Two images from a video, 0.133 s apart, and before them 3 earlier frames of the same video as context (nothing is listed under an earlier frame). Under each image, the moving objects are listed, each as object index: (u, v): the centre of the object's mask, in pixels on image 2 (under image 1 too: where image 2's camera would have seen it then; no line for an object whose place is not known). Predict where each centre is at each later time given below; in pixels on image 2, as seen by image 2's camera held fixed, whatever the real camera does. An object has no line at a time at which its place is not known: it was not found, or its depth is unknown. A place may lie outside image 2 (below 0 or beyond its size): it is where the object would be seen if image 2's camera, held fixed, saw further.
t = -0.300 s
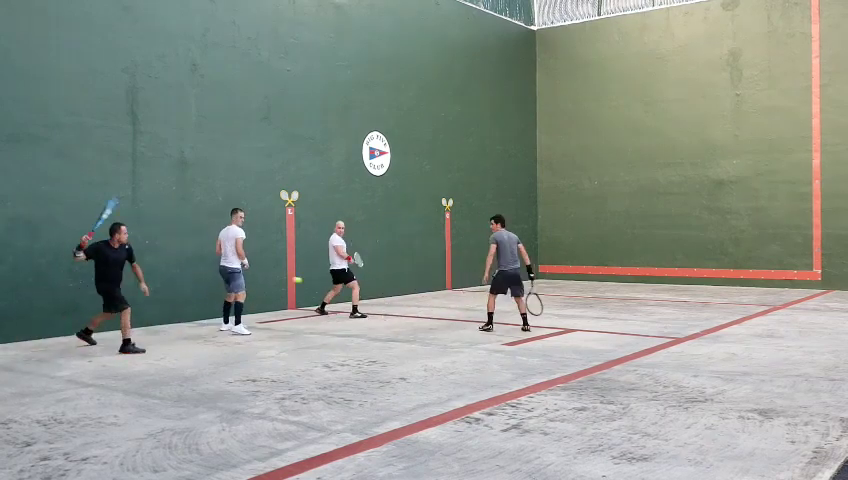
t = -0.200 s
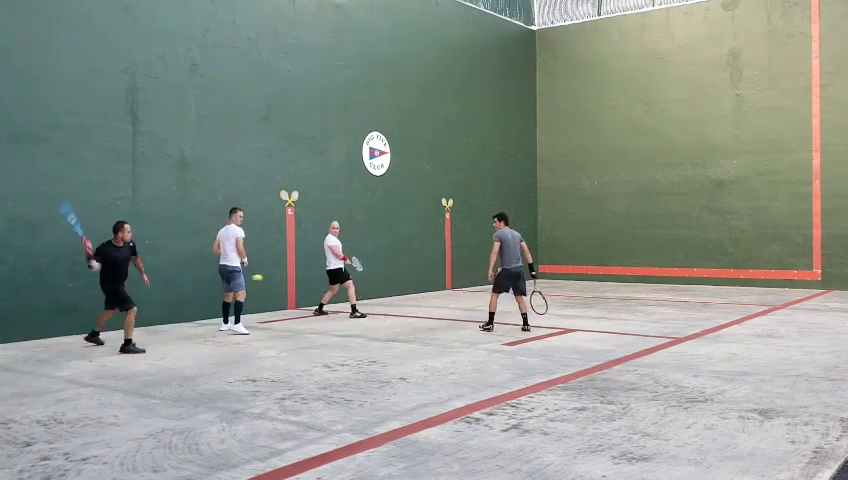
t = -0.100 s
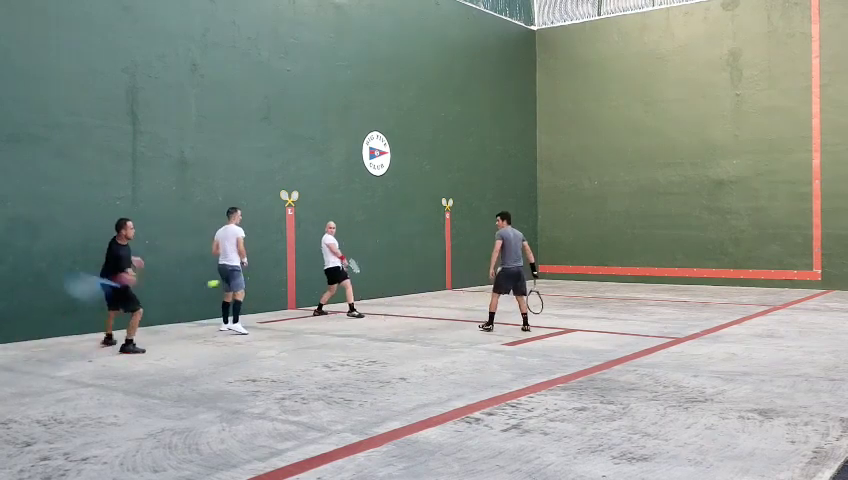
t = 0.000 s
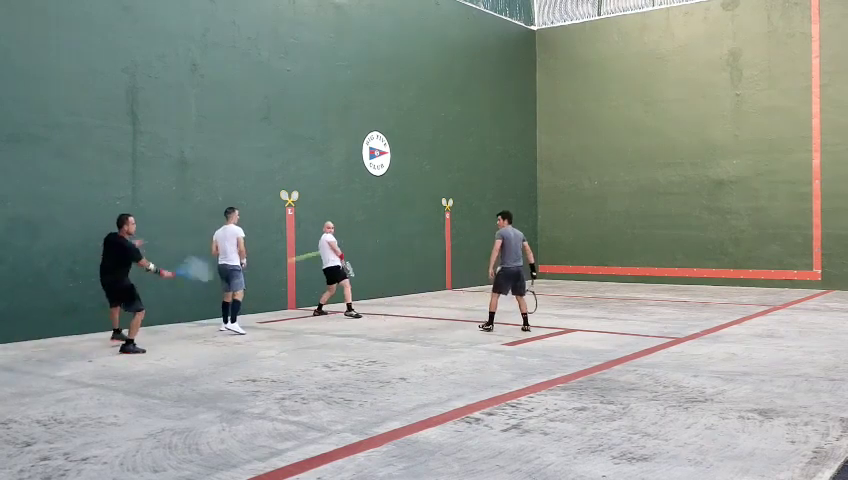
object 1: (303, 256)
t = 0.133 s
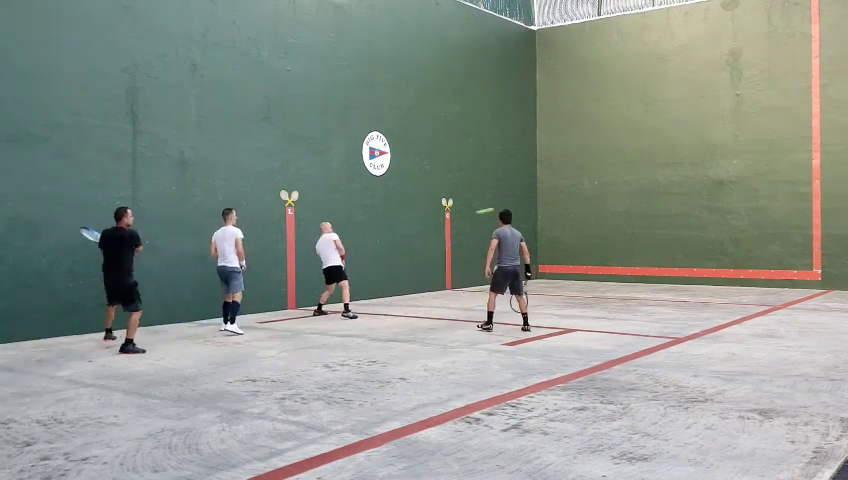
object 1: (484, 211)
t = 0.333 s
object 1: (614, 189)
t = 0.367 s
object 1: (607, 187)
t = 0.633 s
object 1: (515, 189)
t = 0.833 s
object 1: (431, 212)
